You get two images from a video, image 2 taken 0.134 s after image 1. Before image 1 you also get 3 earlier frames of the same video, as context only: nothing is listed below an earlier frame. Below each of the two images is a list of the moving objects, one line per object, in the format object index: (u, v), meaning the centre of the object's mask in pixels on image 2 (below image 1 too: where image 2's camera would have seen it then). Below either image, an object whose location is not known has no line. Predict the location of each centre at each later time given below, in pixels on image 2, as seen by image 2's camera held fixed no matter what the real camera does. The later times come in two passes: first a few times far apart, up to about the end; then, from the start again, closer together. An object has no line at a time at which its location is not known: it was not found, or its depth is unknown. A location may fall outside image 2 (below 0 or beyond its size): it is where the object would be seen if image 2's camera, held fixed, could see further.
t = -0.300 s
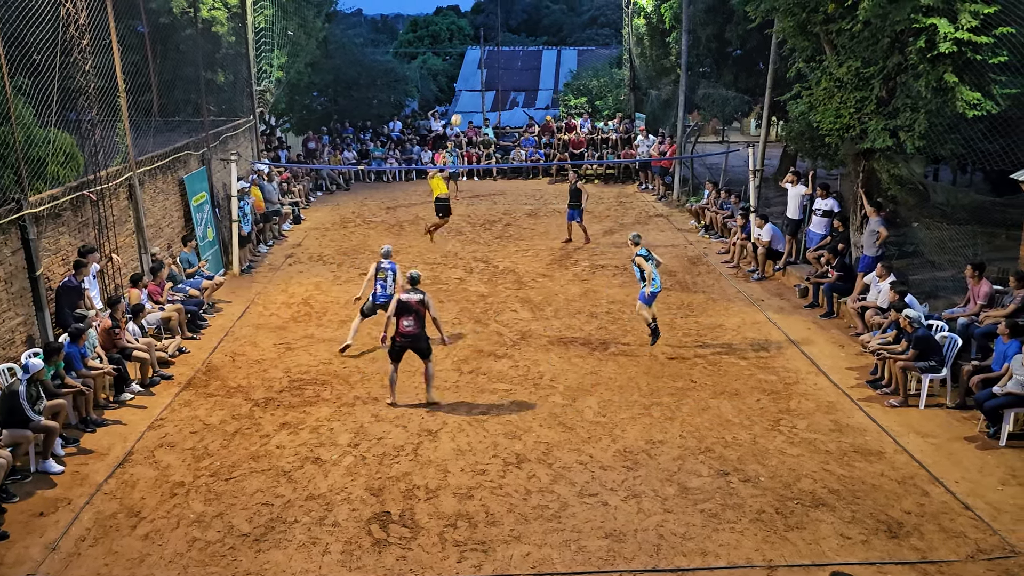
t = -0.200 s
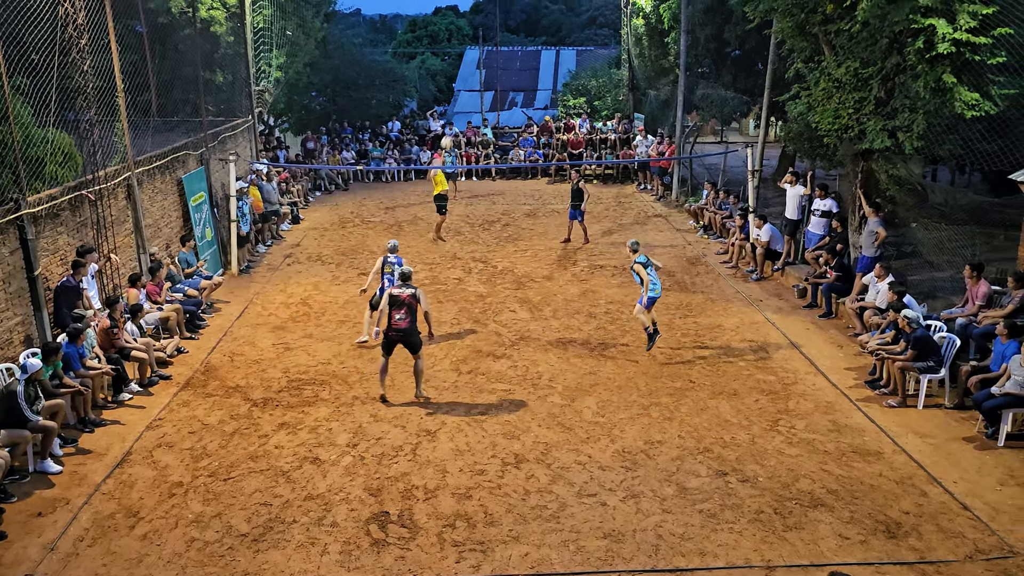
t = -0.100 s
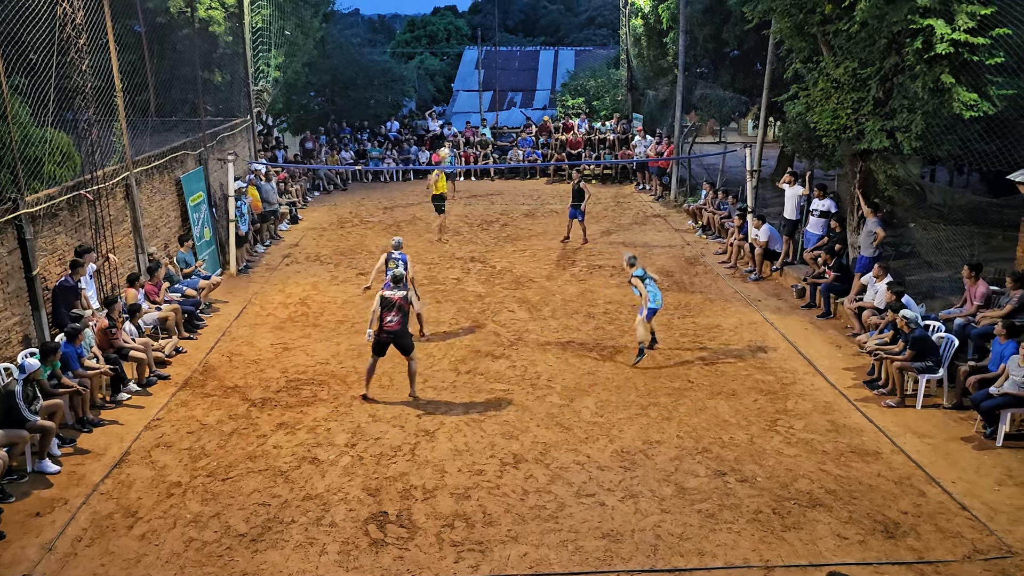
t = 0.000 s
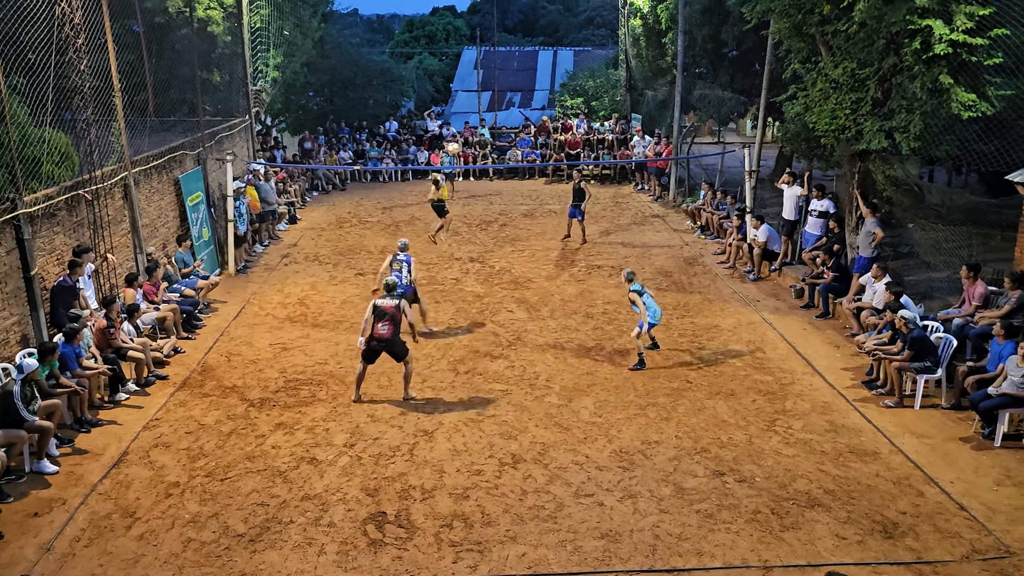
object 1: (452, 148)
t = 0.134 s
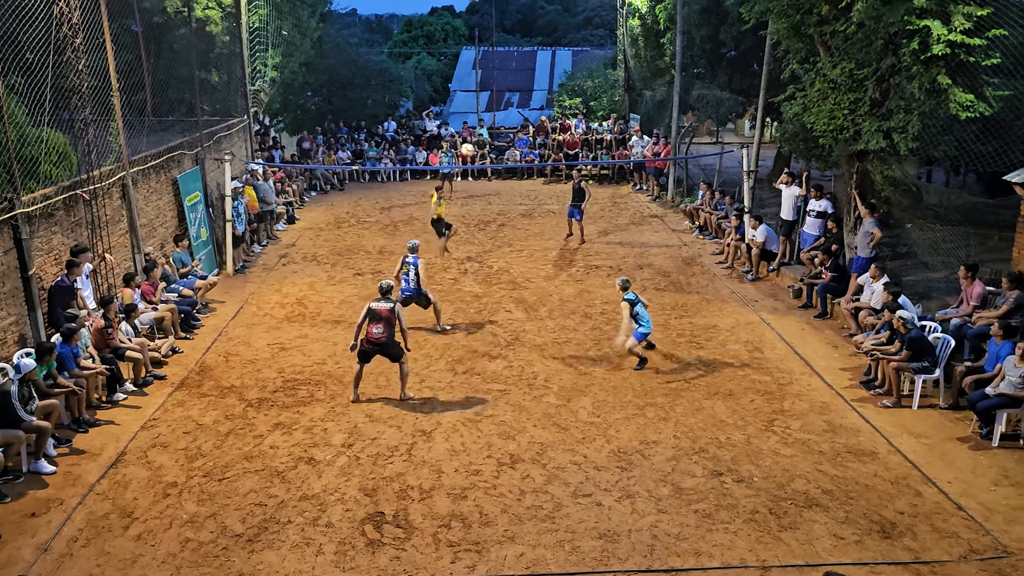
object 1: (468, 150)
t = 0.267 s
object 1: (486, 162)
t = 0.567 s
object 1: (541, 243)
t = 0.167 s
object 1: (471, 151)
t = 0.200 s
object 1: (476, 155)
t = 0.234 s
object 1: (481, 158)
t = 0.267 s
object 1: (486, 162)
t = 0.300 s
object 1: (492, 168)
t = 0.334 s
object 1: (496, 173)
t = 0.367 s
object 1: (502, 178)
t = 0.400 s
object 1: (508, 187)
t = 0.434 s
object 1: (514, 196)
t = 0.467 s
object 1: (520, 206)
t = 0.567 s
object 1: (541, 243)
